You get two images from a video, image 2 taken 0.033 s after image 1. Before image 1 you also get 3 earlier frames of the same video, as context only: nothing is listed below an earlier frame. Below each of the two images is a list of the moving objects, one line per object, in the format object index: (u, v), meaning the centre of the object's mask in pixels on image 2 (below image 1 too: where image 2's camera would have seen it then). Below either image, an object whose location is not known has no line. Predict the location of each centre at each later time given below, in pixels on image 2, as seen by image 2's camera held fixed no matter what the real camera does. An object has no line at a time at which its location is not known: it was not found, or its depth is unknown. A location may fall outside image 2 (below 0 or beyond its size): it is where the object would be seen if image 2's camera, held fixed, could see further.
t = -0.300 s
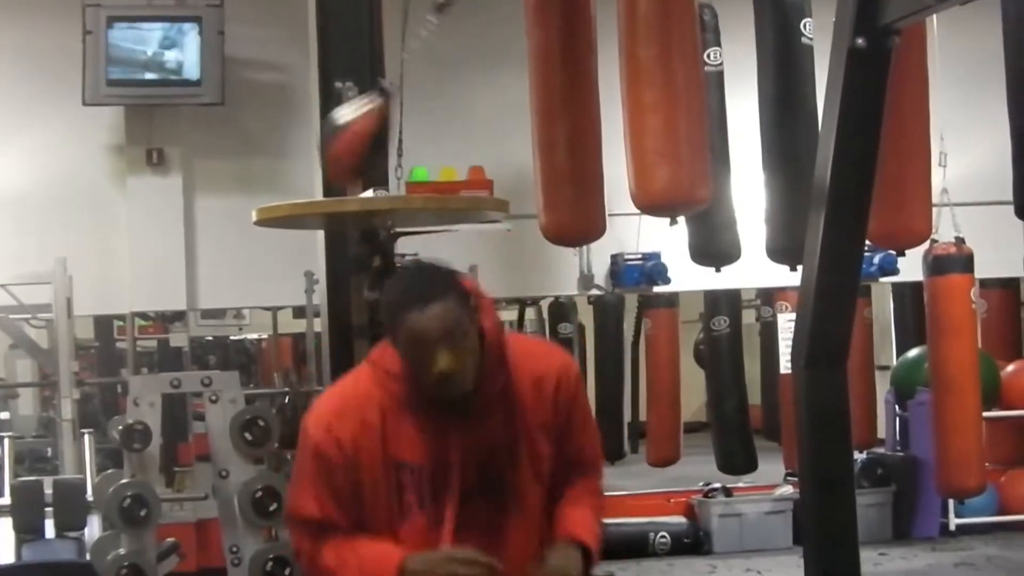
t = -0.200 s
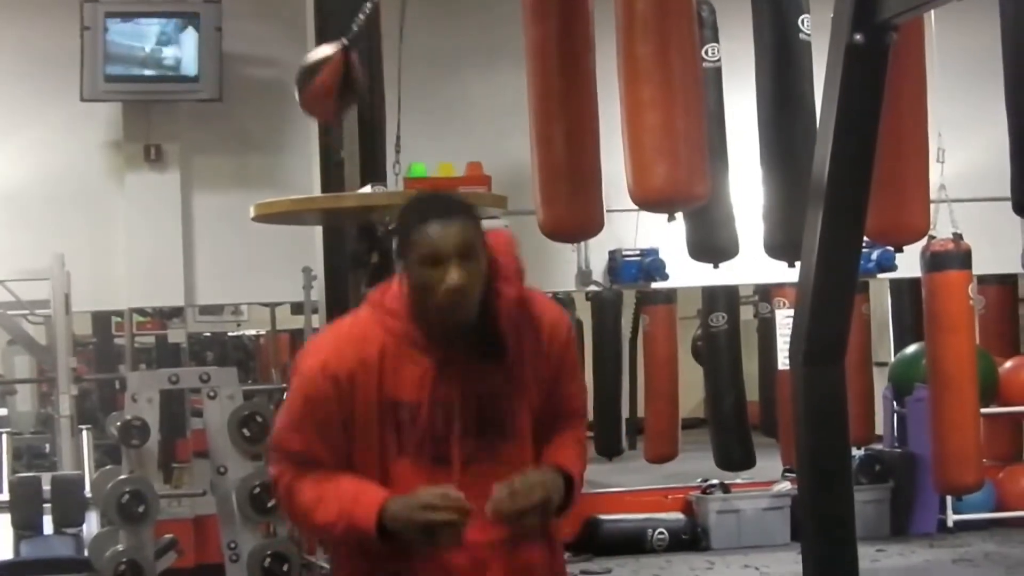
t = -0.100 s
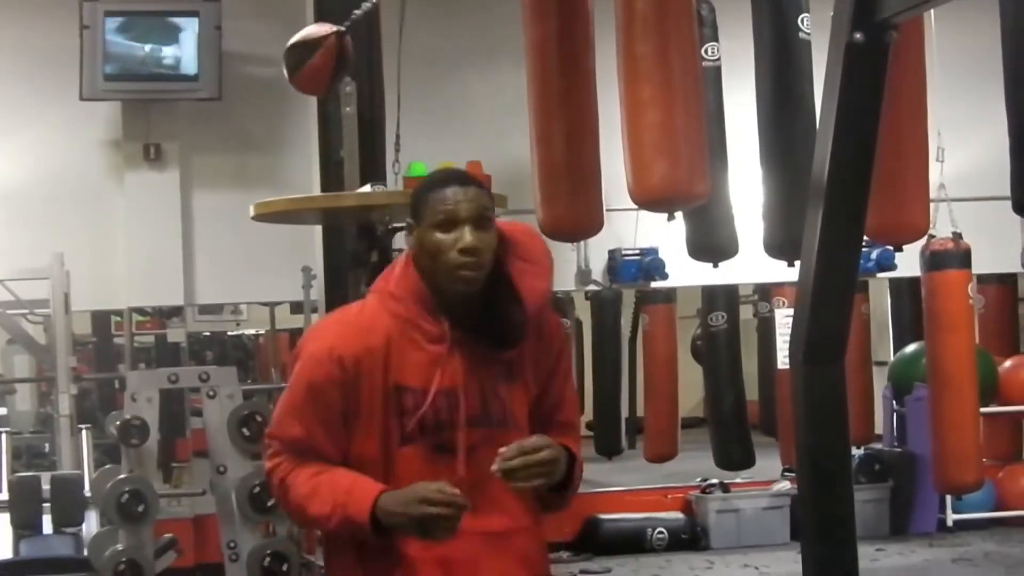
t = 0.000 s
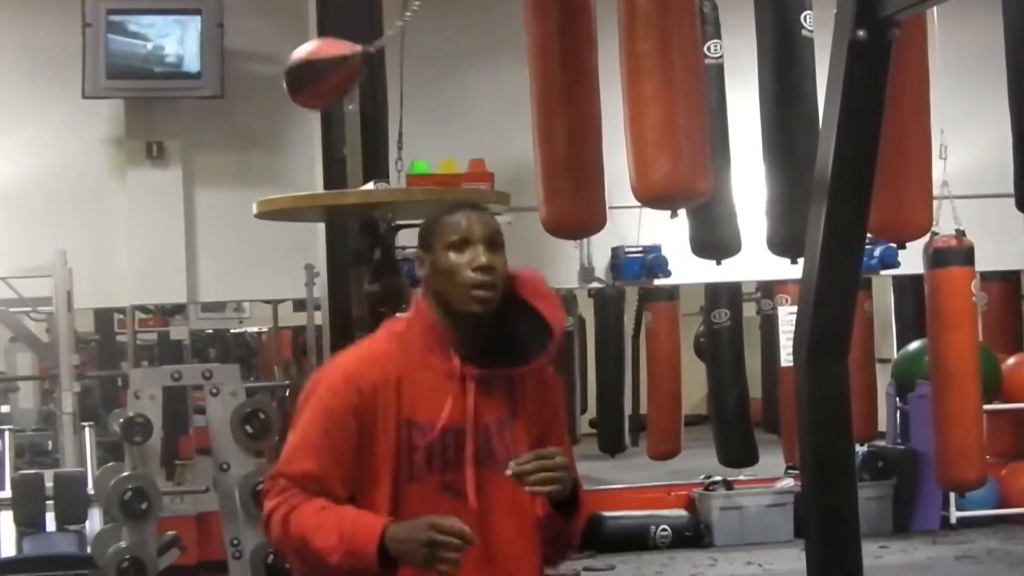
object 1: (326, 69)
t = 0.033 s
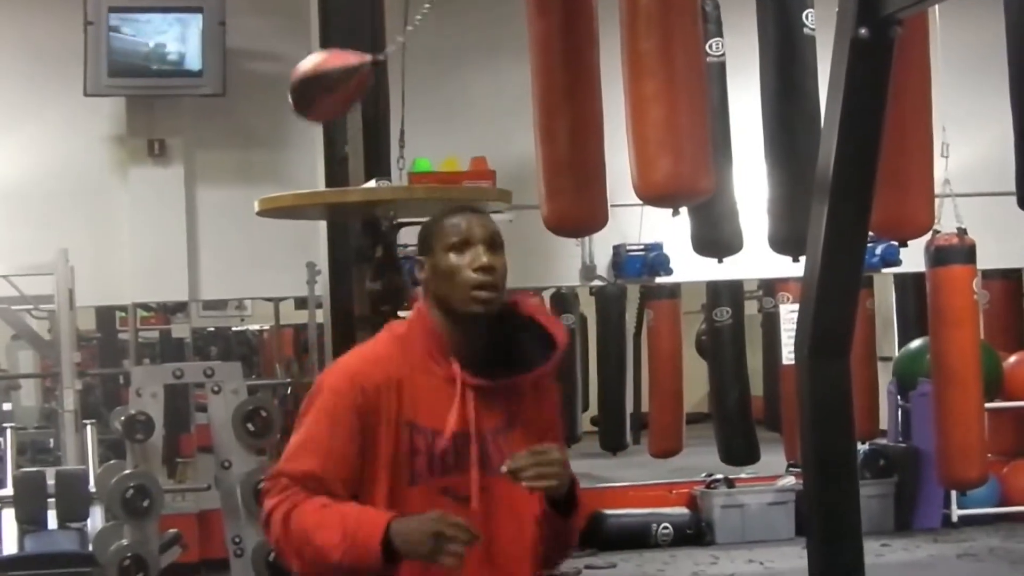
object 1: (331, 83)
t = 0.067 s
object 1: (336, 103)
